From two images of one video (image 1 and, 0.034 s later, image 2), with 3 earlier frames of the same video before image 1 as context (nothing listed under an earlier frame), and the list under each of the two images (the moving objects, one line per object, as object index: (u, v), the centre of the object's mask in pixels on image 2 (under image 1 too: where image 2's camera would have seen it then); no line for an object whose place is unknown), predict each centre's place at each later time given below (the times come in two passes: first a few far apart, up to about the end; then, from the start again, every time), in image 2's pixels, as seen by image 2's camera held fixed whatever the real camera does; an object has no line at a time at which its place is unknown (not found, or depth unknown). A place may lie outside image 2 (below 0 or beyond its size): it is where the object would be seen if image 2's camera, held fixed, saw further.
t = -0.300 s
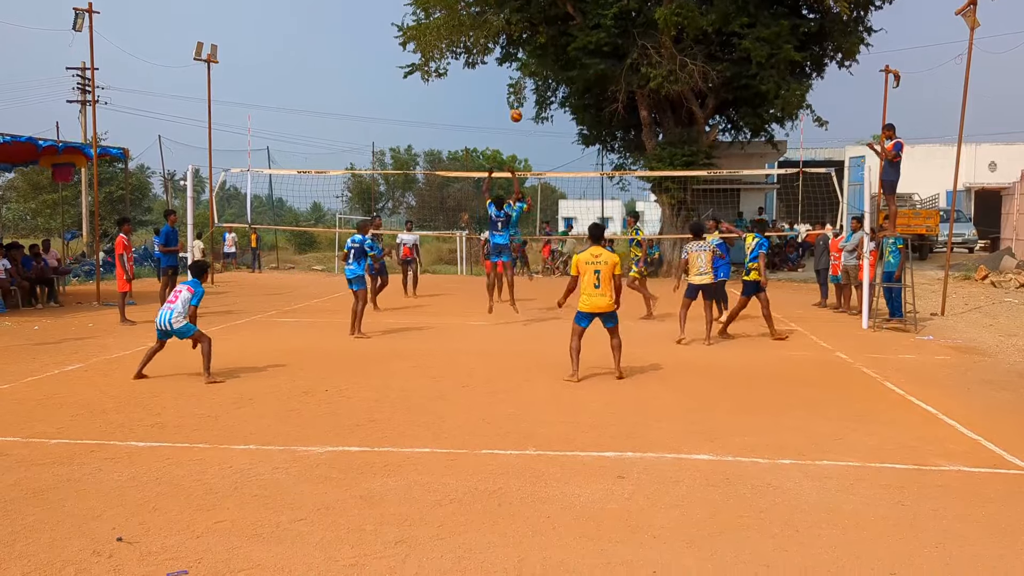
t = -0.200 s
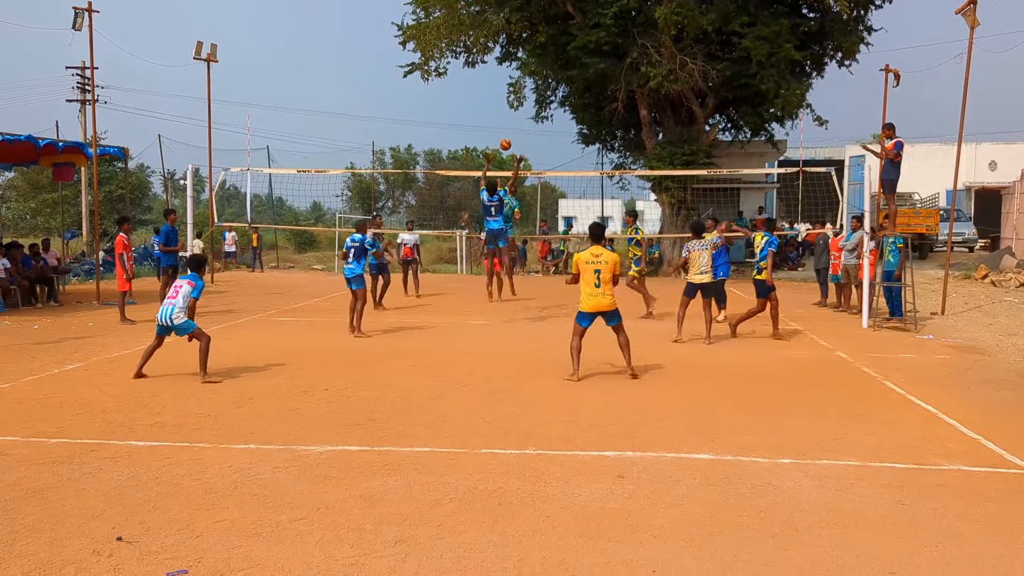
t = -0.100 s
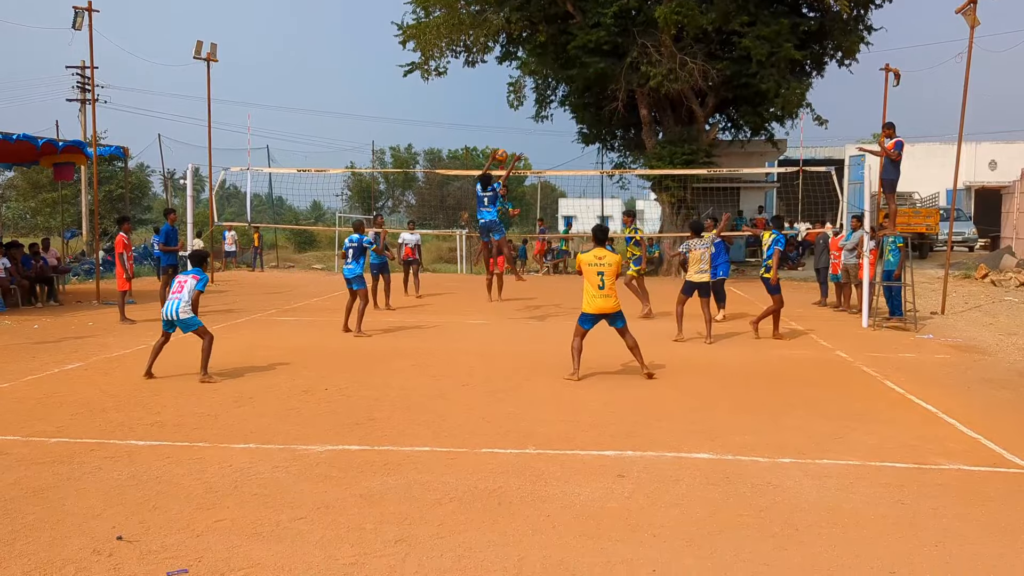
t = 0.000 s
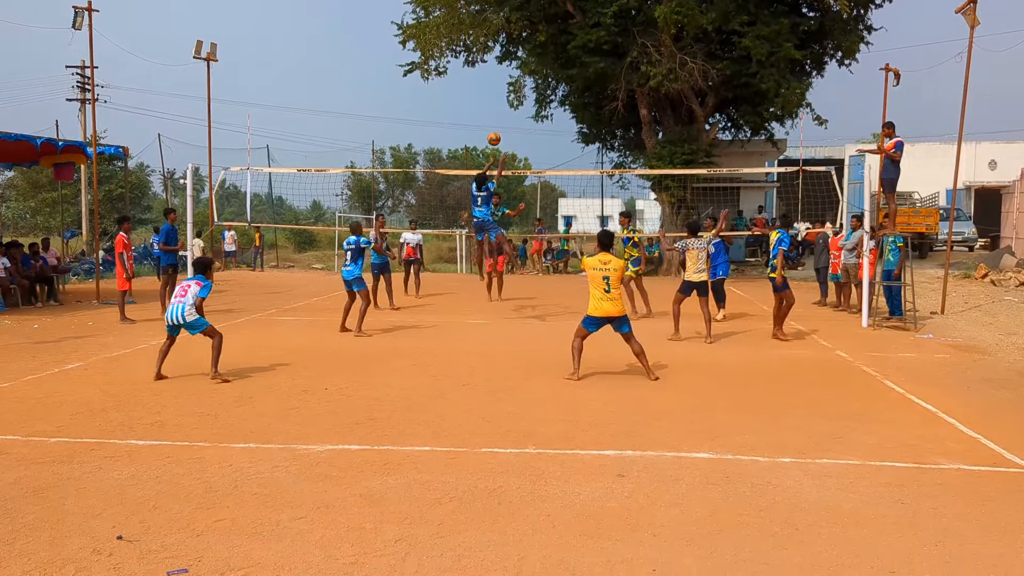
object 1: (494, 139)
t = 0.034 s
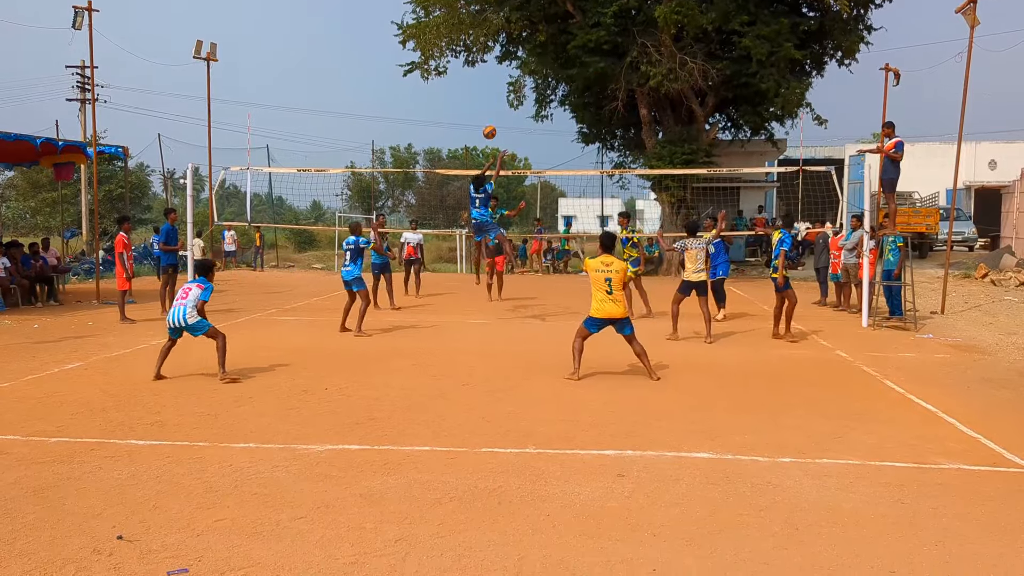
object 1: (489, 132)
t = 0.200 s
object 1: (465, 106)
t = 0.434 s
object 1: (426, 103)
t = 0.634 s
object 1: (387, 138)
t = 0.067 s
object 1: (485, 126)
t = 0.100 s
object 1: (480, 120)
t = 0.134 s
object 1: (475, 115)
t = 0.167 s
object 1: (470, 110)
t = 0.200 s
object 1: (465, 106)
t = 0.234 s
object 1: (460, 104)
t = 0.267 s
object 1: (455, 102)
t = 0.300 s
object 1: (449, 100)
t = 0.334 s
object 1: (444, 100)
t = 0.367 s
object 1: (438, 100)
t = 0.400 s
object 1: (432, 101)
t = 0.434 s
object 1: (426, 103)
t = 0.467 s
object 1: (420, 107)
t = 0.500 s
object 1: (414, 111)
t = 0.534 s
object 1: (408, 116)
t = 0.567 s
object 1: (401, 123)
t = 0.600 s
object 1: (394, 130)
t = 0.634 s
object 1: (387, 138)
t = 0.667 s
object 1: (380, 149)
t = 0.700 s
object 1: (373, 160)
